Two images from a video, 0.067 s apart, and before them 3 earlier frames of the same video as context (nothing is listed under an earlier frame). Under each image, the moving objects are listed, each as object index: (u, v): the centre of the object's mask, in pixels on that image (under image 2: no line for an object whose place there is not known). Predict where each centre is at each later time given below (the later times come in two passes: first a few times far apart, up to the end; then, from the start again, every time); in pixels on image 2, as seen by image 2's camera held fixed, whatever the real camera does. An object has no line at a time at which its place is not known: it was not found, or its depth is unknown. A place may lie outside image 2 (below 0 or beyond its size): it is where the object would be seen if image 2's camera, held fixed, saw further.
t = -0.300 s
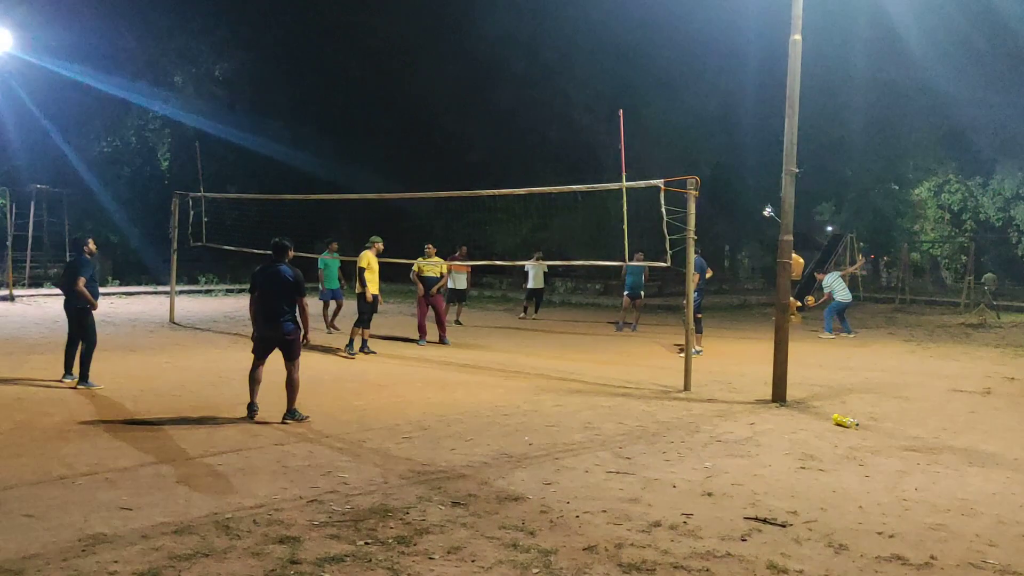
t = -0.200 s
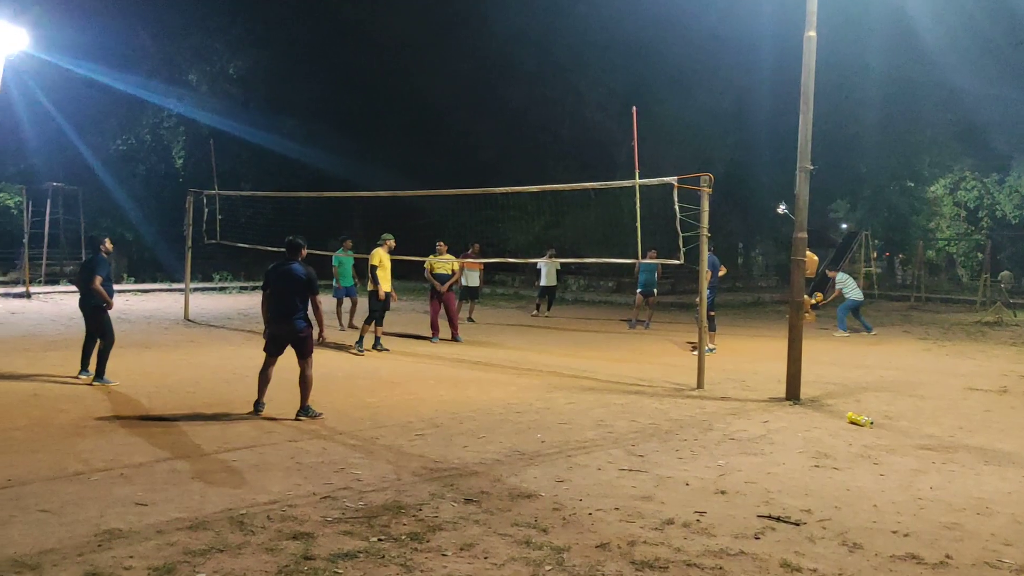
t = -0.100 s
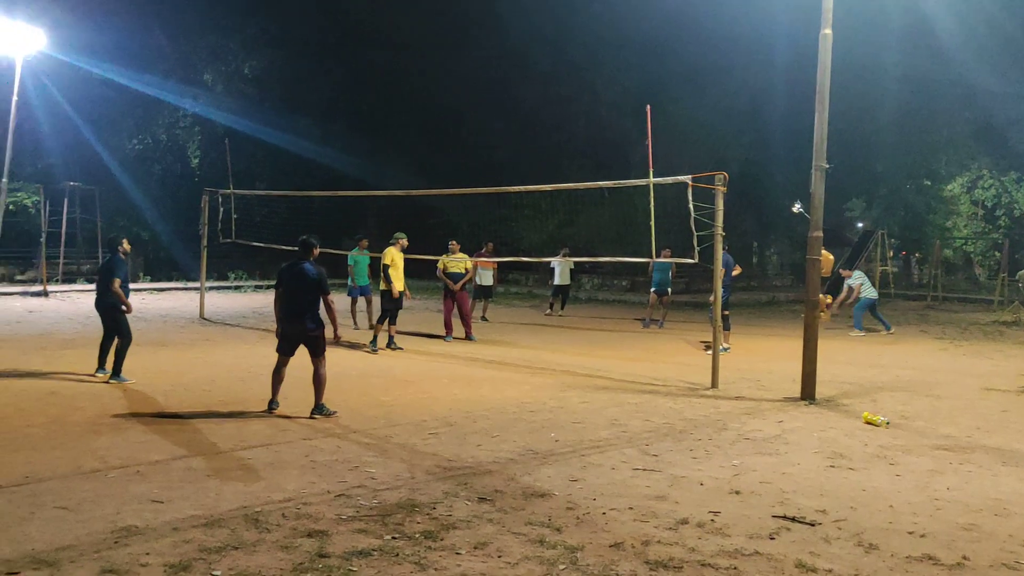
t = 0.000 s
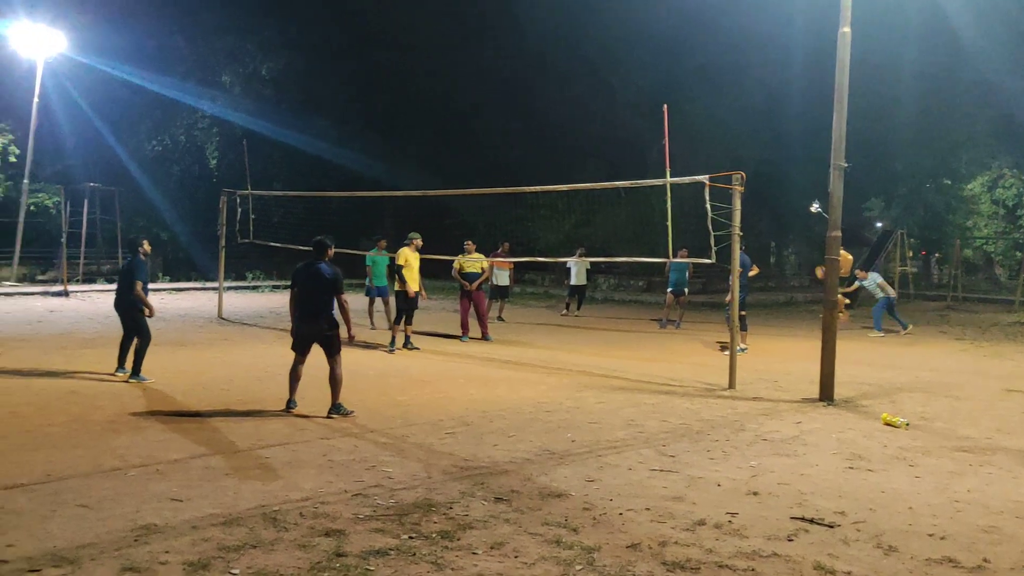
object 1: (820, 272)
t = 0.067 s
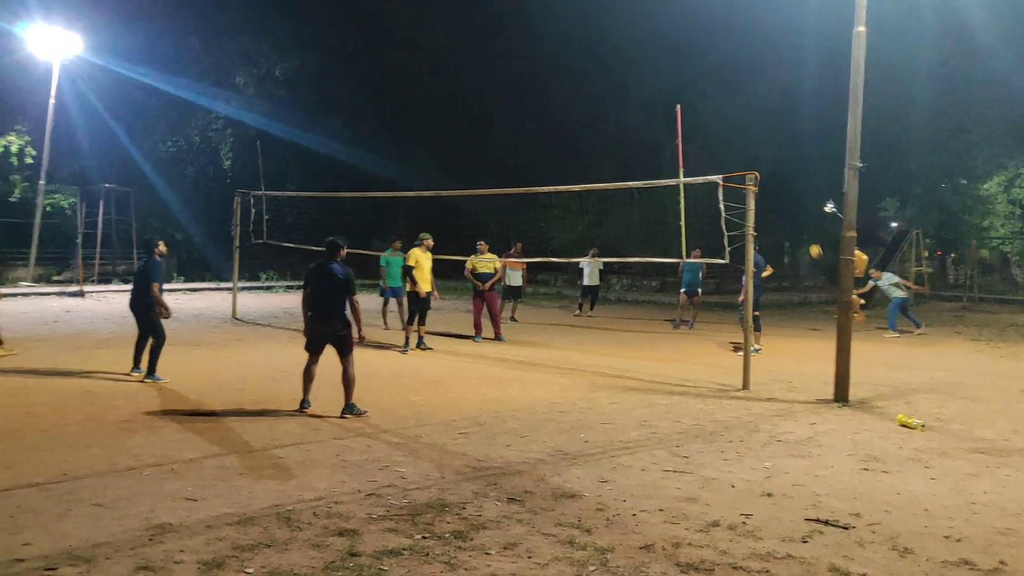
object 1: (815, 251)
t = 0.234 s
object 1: (762, 205)
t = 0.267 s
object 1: (745, 196)
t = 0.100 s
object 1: (806, 241)
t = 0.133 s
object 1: (796, 231)
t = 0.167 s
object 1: (786, 222)
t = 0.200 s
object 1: (774, 213)
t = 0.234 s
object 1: (762, 205)
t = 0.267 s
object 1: (745, 196)
